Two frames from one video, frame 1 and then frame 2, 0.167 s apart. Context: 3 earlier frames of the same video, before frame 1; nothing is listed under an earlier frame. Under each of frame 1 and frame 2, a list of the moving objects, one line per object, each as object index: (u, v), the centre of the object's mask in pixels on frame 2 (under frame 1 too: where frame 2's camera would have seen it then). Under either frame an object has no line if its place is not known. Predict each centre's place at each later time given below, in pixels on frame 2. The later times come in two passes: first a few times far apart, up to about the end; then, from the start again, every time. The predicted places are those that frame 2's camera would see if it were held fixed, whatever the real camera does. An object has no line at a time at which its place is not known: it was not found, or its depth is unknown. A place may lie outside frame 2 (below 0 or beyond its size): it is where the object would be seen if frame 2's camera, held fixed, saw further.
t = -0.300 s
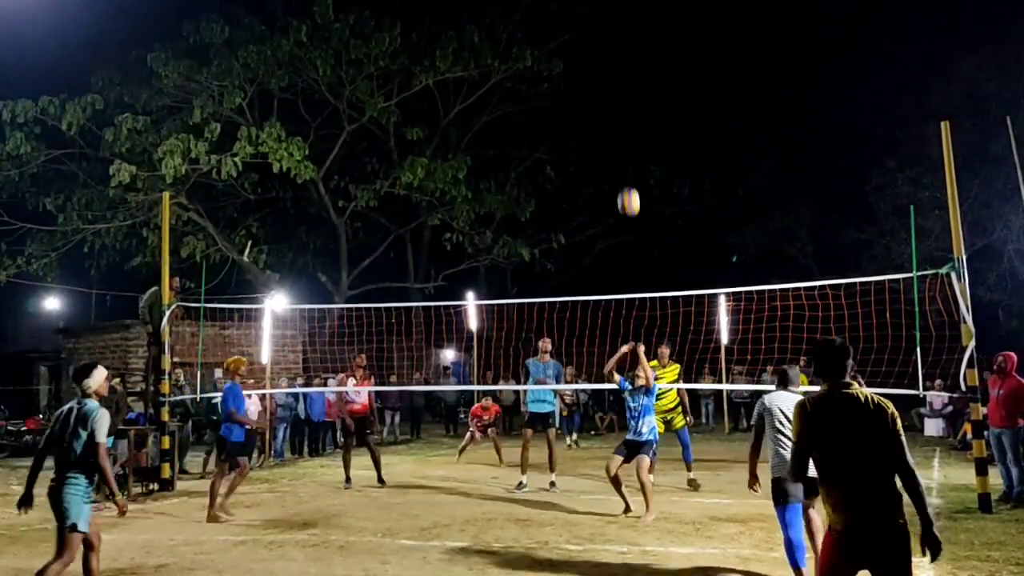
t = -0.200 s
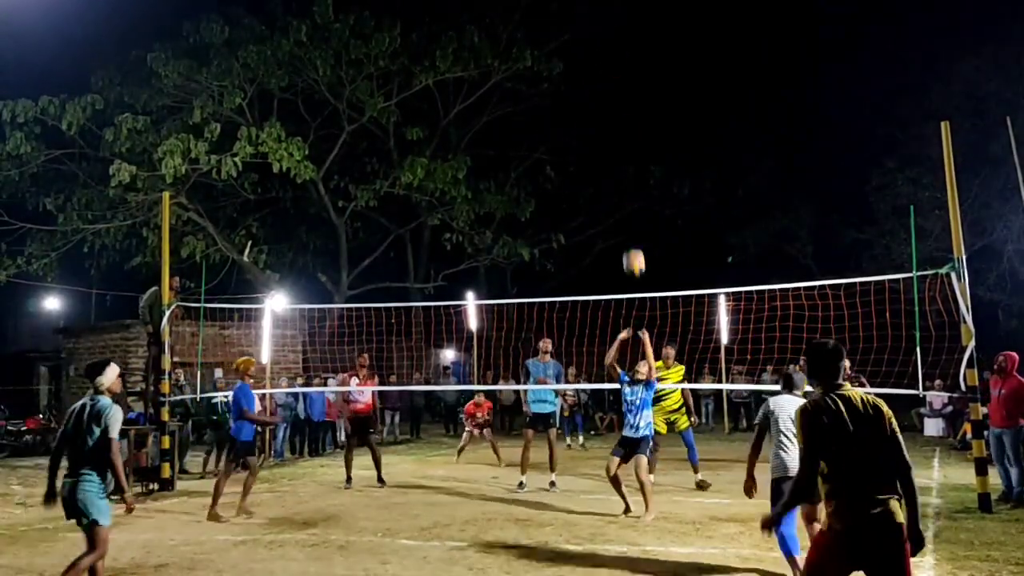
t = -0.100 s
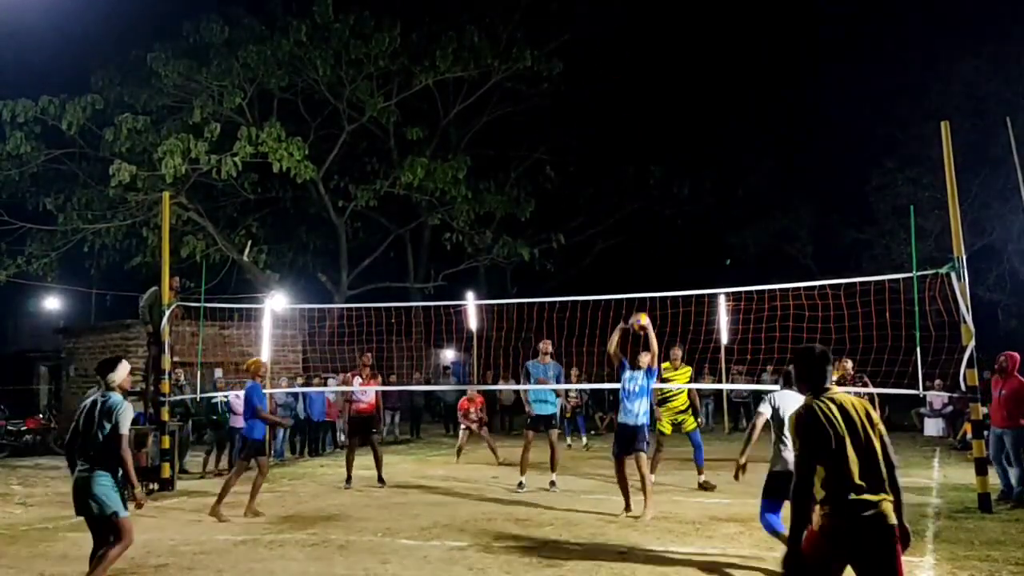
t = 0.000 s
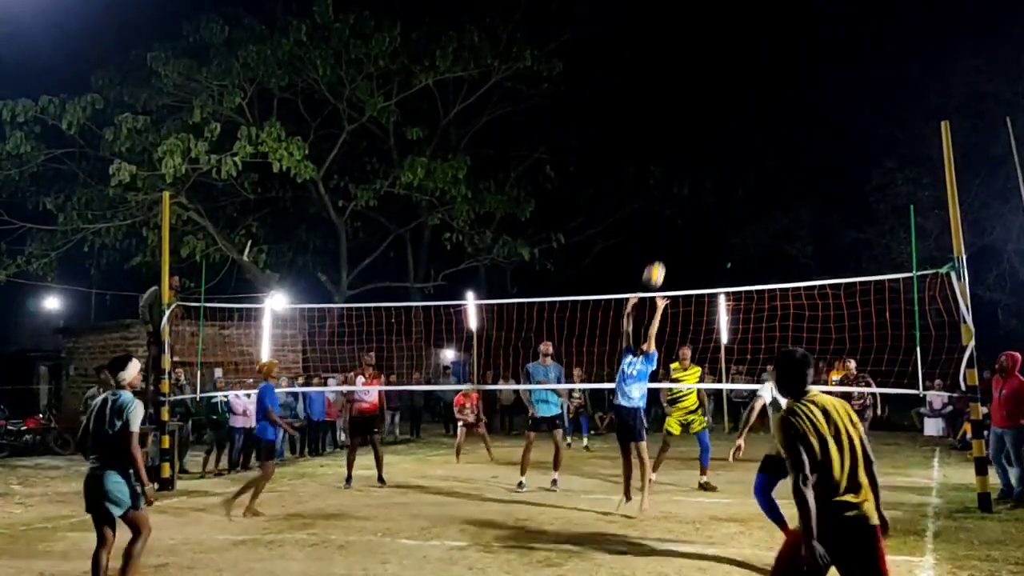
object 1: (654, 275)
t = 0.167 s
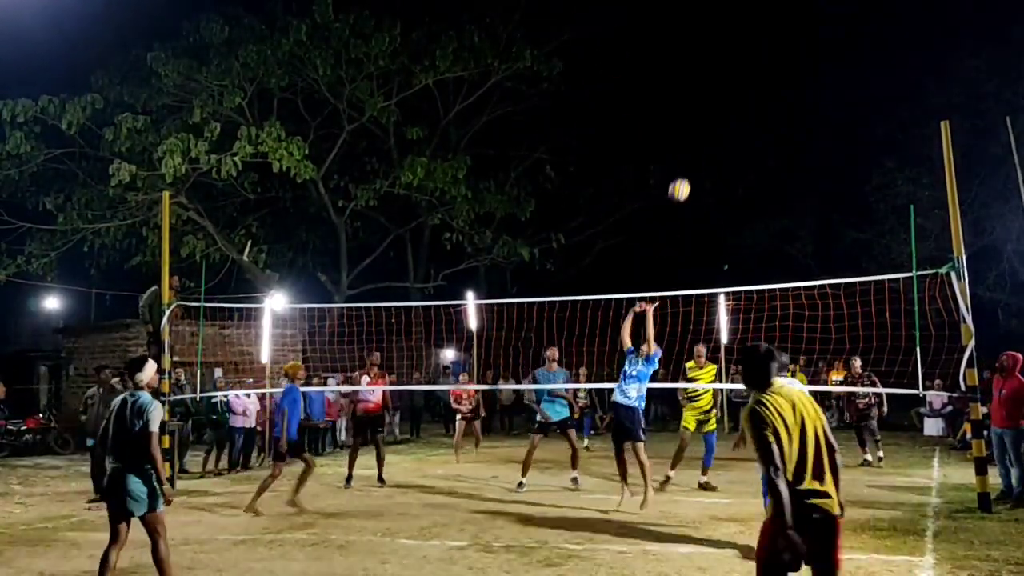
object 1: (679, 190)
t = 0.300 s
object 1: (699, 140)
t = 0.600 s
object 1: (743, 88)
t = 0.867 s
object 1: (785, 111)
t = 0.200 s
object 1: (684, 176)
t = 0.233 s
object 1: (689, 163)
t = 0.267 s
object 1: (694, 151)
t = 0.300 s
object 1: (699, 140)
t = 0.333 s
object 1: (703, 130)
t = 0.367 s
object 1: (708, 121)
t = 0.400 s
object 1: (713, 113)
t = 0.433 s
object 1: (718, 107)
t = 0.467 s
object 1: (723, 101)
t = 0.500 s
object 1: (728, 96)
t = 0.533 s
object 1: (733, 92)
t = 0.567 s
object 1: (738, 89)
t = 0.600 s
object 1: (743, 88)
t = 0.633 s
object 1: (748, 87)
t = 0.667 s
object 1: (754, 87)
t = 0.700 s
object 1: (759, 89)
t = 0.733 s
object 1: (764, 91)
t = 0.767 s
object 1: (769, 94)
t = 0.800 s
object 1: (775, 99)
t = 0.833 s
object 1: (780, 104)
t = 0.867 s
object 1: (785, 111)
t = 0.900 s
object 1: (791, 118)
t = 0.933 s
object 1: (796, 127)
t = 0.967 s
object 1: (801, 137)
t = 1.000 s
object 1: (807, 147)
